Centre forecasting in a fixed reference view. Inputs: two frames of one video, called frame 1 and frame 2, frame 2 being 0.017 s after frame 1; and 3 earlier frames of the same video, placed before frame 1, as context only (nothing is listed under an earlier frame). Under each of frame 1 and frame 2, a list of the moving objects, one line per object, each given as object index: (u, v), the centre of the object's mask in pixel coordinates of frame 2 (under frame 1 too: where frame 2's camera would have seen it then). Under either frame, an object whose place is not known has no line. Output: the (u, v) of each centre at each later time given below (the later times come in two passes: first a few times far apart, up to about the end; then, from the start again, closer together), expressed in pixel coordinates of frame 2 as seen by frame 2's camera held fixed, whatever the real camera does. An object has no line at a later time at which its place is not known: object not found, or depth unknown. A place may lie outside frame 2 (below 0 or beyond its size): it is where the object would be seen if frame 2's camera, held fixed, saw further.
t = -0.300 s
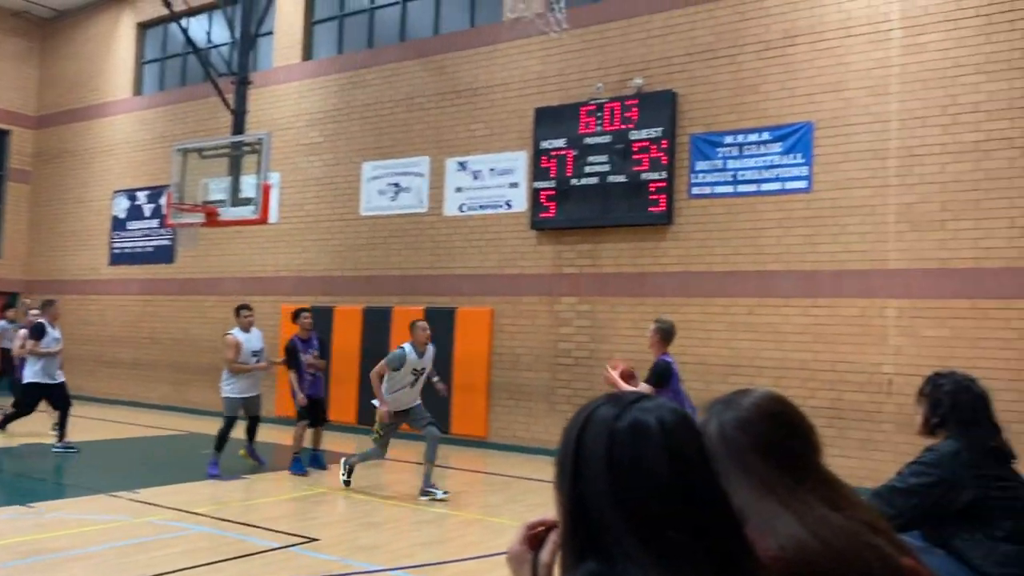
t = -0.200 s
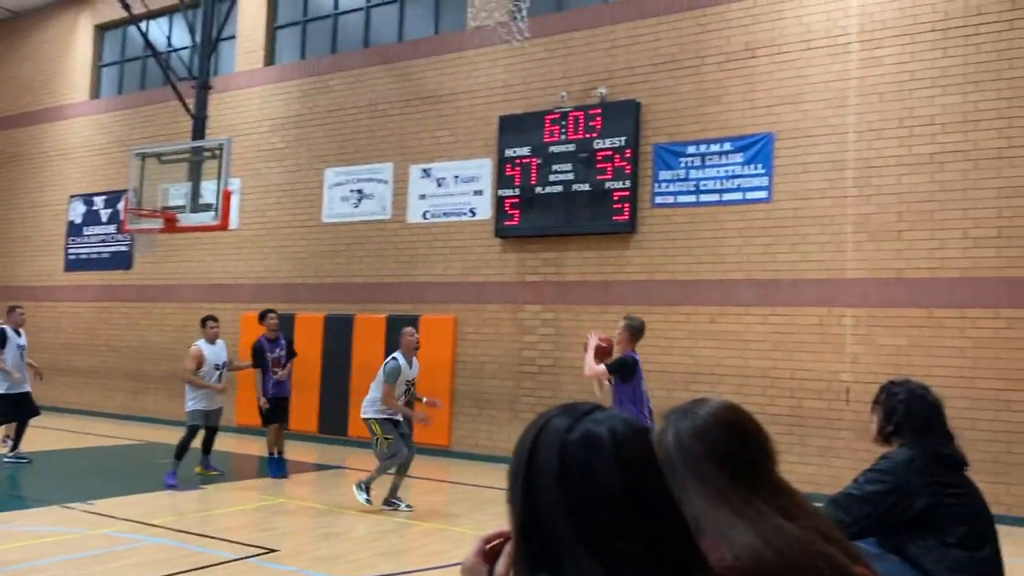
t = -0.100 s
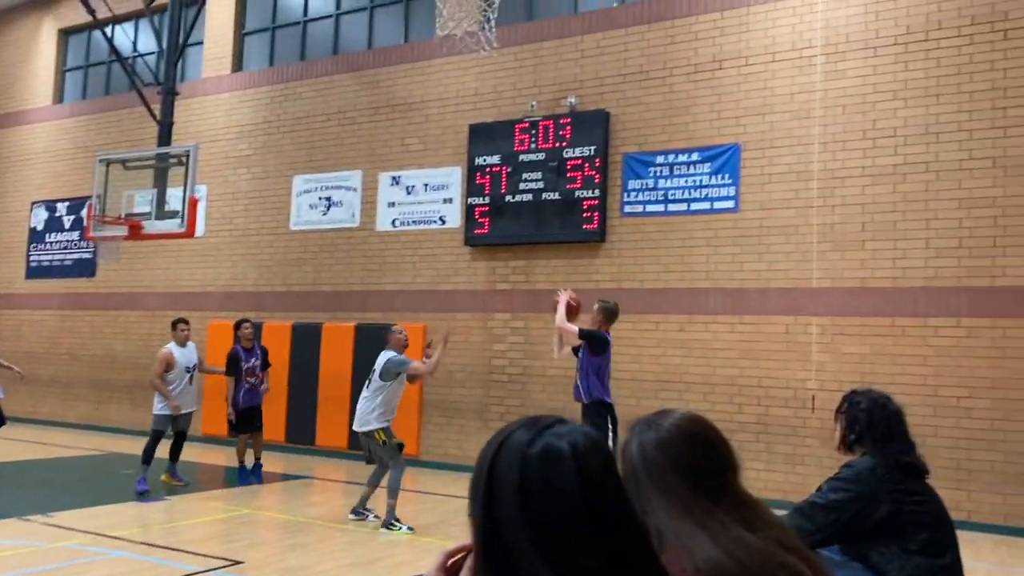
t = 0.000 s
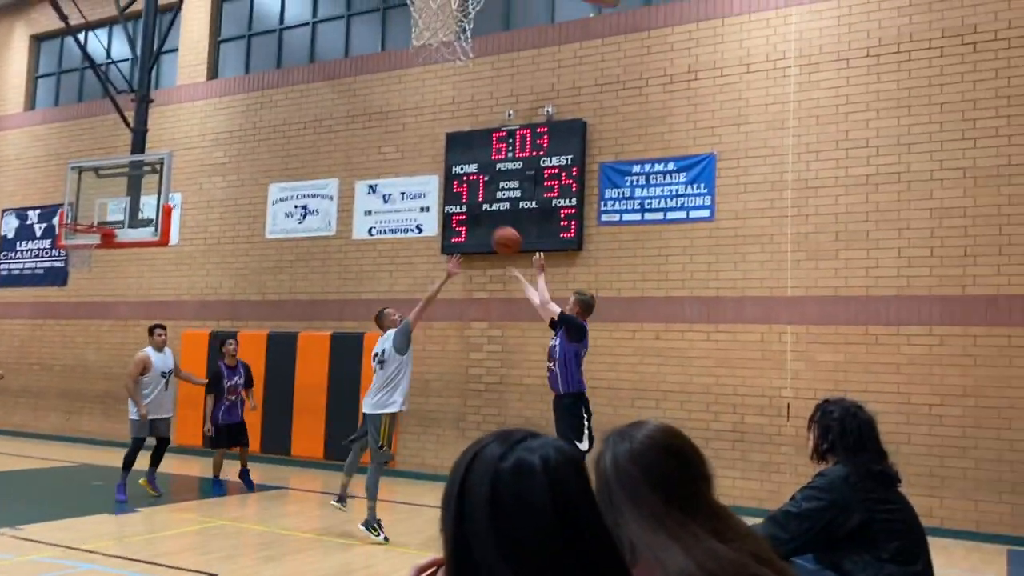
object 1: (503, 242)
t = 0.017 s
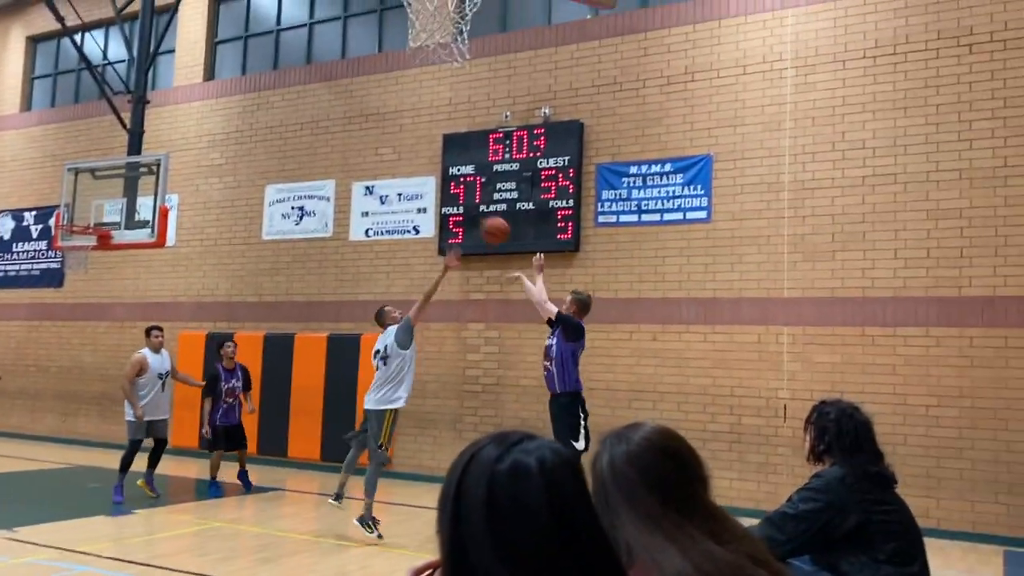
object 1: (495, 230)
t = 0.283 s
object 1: (372, 102)
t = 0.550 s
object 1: (272, 64)
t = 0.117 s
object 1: (446, 169)
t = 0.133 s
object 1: (438, 161)
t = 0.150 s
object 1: (430, 153)
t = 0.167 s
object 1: (422, 146)
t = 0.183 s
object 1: (414, 138)
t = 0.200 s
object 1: (407, 131)
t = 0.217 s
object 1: (400, 124)
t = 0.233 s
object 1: (393, 119)
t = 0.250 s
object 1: (386, 113)
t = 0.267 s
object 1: (379, 107)
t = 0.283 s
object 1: (372, 102)
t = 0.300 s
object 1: (366, 97)
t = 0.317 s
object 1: (359, 93)
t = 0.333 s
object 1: (352, 89)
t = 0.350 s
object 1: (346, 85)
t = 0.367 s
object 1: (338, 82)
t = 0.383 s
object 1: (332, 78)
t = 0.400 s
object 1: (326, 75)
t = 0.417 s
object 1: (319, 73)
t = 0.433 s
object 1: (314, 71)
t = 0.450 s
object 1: (308, 69)
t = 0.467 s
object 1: (301, 68)
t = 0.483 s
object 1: (296, 66)
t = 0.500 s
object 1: (290, 65)
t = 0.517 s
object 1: (284, 64)
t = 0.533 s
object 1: (278, 64)
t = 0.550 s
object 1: (272, 64)
